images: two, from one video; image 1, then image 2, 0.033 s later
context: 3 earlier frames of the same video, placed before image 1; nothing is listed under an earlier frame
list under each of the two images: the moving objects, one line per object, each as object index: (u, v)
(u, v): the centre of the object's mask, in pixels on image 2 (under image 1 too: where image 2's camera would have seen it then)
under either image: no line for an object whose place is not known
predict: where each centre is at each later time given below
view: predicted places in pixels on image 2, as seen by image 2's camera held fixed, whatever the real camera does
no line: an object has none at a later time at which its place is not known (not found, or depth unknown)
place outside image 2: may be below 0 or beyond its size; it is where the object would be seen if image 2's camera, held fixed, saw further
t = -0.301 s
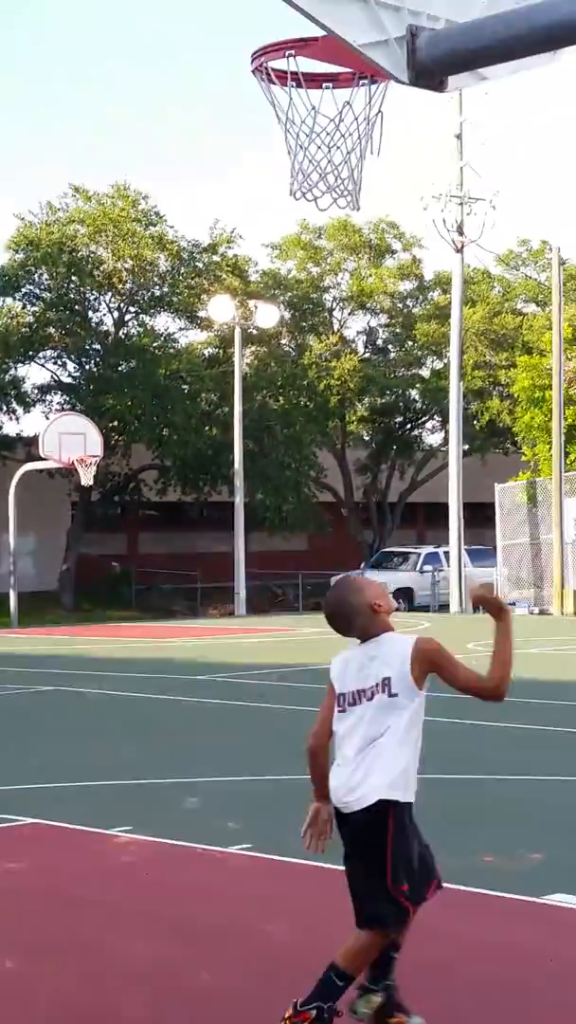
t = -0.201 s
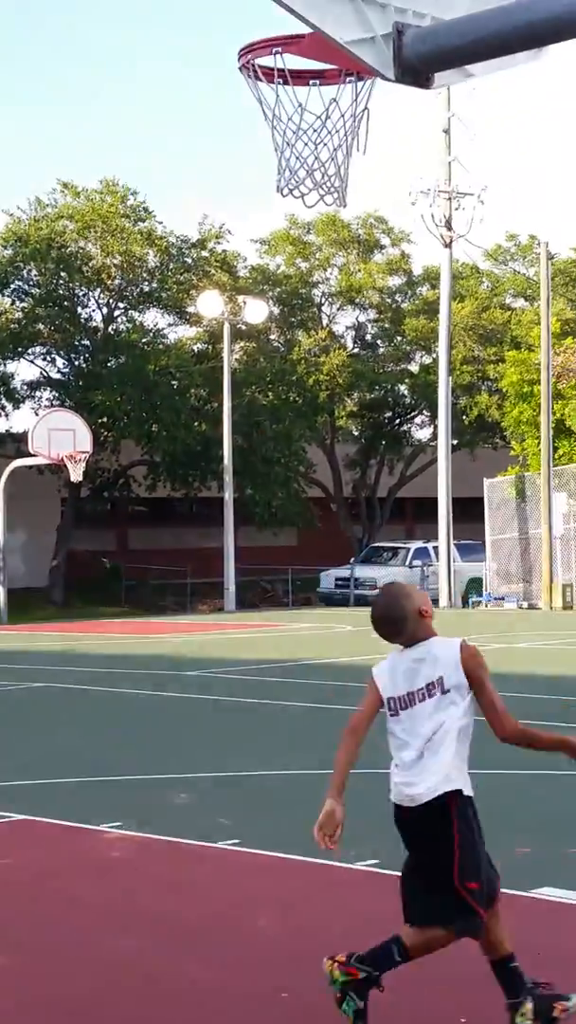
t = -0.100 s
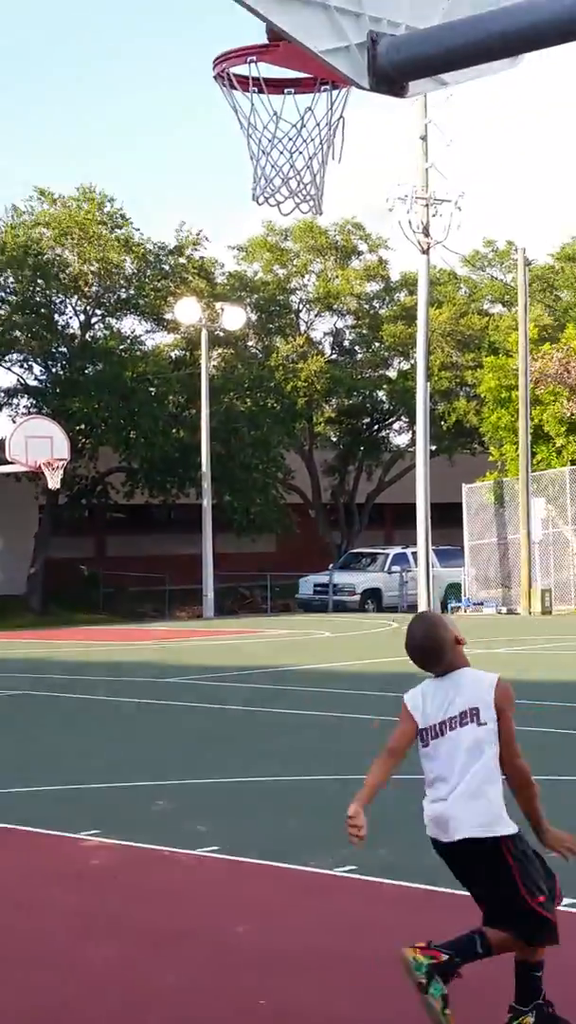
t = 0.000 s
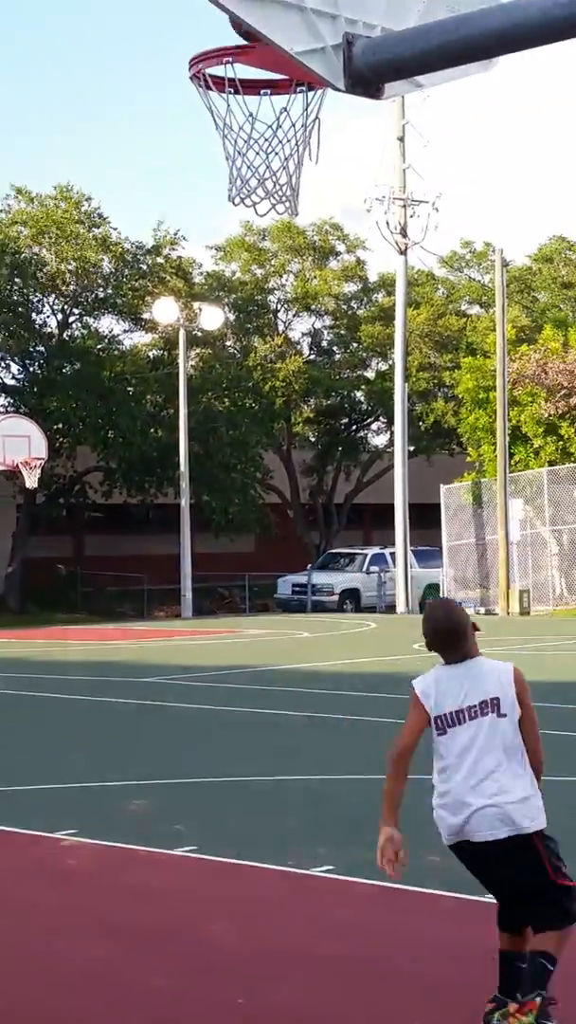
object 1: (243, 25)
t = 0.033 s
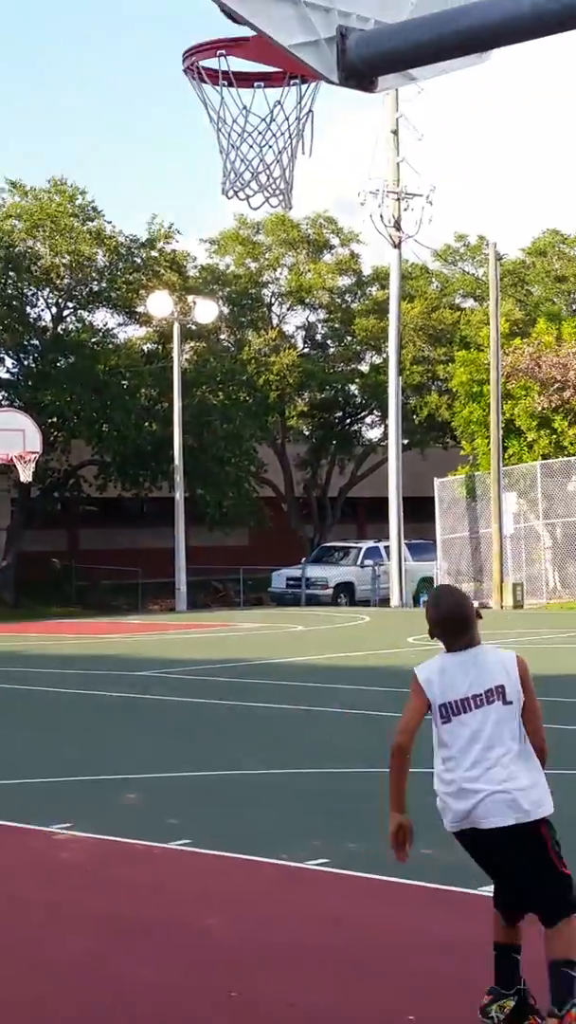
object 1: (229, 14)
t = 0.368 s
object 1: (174, 52)
